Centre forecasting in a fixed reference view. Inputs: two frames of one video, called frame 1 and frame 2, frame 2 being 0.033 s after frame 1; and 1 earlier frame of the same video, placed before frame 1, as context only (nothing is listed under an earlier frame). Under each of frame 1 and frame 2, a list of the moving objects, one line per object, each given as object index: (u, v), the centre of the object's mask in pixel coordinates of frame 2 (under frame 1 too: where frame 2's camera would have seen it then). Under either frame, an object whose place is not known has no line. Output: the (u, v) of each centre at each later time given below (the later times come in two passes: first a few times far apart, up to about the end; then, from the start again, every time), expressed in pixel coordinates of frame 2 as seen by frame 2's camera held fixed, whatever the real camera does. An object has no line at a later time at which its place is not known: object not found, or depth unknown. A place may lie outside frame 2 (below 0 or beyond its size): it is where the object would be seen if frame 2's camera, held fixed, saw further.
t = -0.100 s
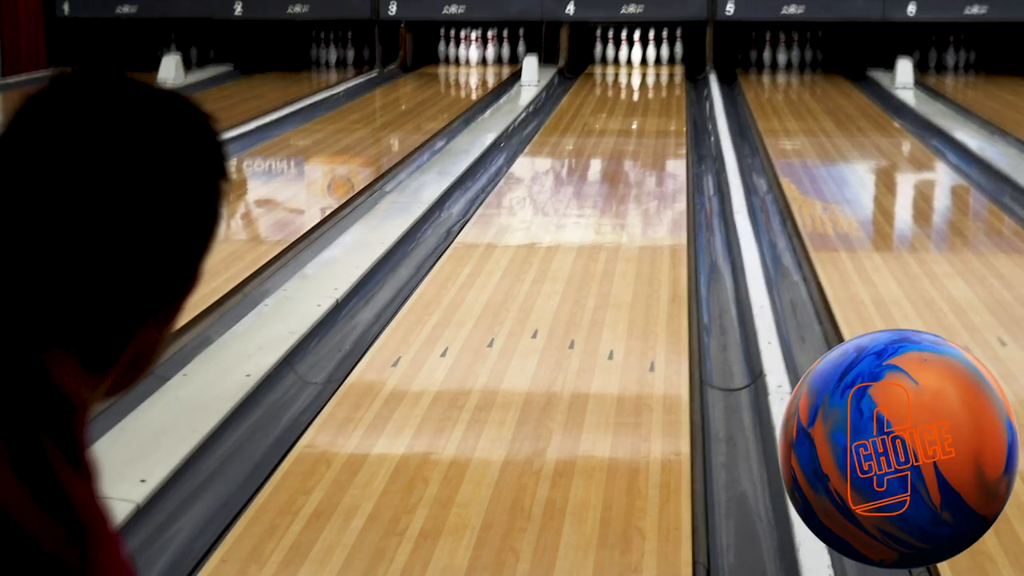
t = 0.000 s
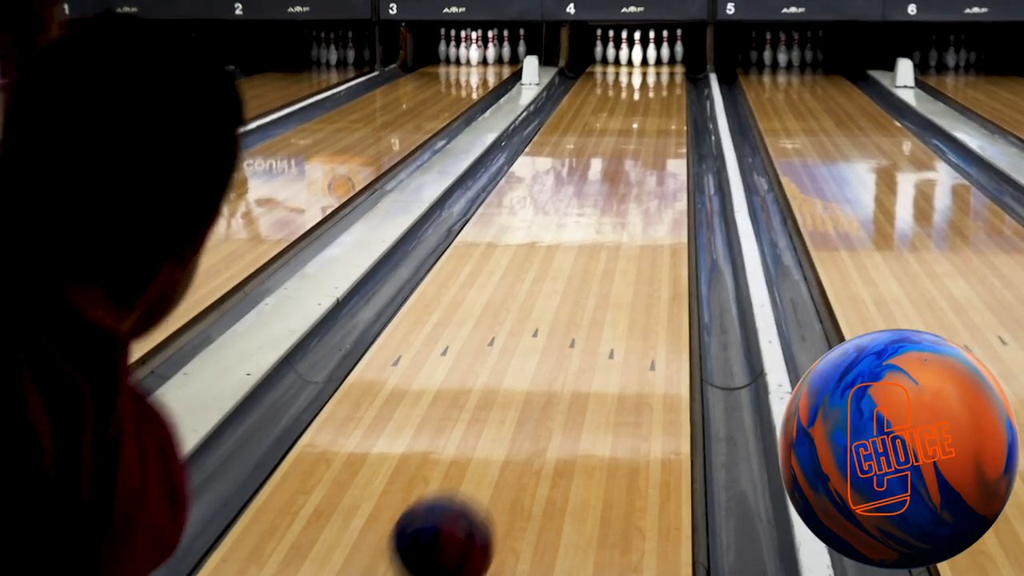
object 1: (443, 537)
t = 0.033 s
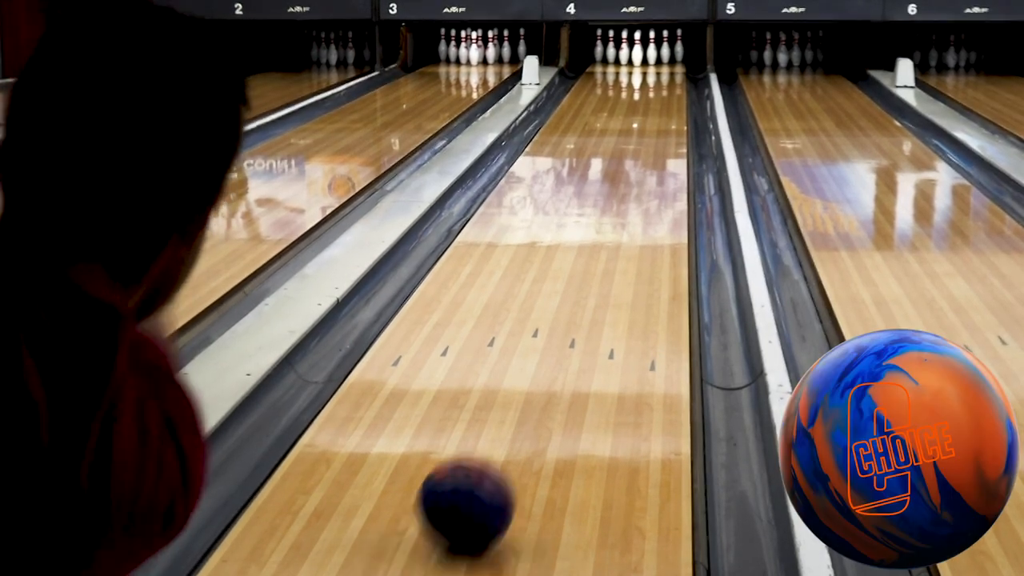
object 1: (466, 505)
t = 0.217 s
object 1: (553, 350)
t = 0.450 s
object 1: (612, 245)
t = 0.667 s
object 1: (643, 186)
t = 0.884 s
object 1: (662, 147)
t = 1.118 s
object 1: (673, 117)
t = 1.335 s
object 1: (677, 96)
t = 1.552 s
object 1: (674, 80)
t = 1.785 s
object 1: (664, 68)
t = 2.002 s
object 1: (650, 58)
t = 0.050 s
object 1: (477, 486)
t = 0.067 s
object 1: (487, 468)
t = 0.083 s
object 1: (496, 452)
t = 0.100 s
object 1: (504, 437)
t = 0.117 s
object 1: (513, 422)
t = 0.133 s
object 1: (520, 408)
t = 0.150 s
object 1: (527, 395)
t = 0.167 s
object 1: (534, 383)
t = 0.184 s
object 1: (541, 371)
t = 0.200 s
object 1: (547, 360)
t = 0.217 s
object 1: (553, 350)
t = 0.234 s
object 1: (559, 340)
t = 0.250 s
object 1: (564, 330)
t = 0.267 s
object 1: (569, 322)
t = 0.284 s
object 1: (574, 313)
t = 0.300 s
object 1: (579, 305)
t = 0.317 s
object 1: (583, 297)
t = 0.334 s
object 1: (587, 290)
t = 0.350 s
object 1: (591, 283)
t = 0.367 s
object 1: (595, 276)
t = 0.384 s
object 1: (599, 269)
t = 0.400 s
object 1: (602, 263)
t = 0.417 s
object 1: (605, 257)
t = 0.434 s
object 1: (609, 251)
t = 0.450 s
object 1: (612, 245)
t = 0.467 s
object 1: (615, 240)
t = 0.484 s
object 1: (618, 235)
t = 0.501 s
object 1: (621, 229)
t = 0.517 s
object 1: (623, 224)
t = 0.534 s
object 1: (626, 220)
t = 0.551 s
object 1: (629, 215)
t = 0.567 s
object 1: (630, 210)
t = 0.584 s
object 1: (633, 206)
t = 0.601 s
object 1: (635, 202)
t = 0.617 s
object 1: (637, 197)
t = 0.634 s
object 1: (639, 193)
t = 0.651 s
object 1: (642, 190)
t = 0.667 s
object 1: (643, 186)
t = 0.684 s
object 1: (645, 182)
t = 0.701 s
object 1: (647, 179)
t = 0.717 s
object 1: (649, 175)
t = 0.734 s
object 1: (650, 172)
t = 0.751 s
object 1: (652, 169)
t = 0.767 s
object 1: (653, 166)
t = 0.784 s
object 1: (654, 163)
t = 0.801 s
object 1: (656, 160)
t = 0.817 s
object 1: (657, 157)
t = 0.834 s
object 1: (658, 155)
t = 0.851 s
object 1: (660, 152)
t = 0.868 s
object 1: (661, 150)
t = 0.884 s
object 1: (662, 147)
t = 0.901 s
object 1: (663, 145)
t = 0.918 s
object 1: (664, 142)
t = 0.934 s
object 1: (666, 140)
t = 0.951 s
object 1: (666, 137)
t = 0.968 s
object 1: (667, 135)
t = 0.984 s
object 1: (668, 132)
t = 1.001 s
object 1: (669, 131)
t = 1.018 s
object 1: (670, 129)
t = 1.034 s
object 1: (670, 127)
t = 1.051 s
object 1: (671, 124)
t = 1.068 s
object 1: (671, 122)
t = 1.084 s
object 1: (672, 121)
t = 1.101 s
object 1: (673, 119)
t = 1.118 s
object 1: (673, 117)
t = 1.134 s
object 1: (673, 115)
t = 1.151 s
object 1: (674, 113)
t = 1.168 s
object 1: (675, 112)
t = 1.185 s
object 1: (676, 110)
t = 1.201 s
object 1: (676, 108)
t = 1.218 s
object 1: (676, 107)
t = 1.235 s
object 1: (677, 105)
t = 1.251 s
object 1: (677, 104)
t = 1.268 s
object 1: (677, 102)
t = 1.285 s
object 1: (677, 101)
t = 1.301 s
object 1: (678, 100)
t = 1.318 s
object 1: (678, 97)
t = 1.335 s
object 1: (677, 96)
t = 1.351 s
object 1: (677, 95)
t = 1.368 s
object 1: (677, 94)
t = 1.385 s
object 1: (677, 92)
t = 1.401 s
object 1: (677, 91)
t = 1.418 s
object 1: (677, 90)
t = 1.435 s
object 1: (677, 88)
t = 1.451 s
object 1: (677, 87)
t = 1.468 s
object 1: (677, 86)
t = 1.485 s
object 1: (676, 85)
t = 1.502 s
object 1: (675, 84)
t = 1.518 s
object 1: (675, 83)
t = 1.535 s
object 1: (675, 82)
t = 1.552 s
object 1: (674, 80)
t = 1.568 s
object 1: (674, 79)
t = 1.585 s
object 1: (673, 78)
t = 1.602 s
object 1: (672, 77)
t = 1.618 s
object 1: (672, 76)
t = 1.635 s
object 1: (671, 75)
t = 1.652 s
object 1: (671, 74)
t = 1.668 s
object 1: (670, 73)
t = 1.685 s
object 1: (669, 73)
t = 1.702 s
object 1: (668, 72)
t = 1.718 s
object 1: (668, 71)
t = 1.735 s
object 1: (667, 70)
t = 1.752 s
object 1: (666, 69)
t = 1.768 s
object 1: (665, 68)
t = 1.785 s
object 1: (664, 68)
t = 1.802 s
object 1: (663, 66)
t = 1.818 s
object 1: (662, 66)
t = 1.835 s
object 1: (660, 65)
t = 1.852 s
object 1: (659, 64)
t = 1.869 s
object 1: (658, 63)
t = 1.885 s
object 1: (657, 63)
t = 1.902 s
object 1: (656, 62)
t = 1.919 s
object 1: (655, 61)
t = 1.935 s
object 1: (654, 61)
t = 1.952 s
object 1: (652, 60)
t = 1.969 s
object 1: (652, 59)
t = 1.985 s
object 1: (651, 59)
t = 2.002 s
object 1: (650, 58)
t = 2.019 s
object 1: (649, 57)
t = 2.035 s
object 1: (650, 56)
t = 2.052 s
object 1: (650, 55)
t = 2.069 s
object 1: (651, 55)
